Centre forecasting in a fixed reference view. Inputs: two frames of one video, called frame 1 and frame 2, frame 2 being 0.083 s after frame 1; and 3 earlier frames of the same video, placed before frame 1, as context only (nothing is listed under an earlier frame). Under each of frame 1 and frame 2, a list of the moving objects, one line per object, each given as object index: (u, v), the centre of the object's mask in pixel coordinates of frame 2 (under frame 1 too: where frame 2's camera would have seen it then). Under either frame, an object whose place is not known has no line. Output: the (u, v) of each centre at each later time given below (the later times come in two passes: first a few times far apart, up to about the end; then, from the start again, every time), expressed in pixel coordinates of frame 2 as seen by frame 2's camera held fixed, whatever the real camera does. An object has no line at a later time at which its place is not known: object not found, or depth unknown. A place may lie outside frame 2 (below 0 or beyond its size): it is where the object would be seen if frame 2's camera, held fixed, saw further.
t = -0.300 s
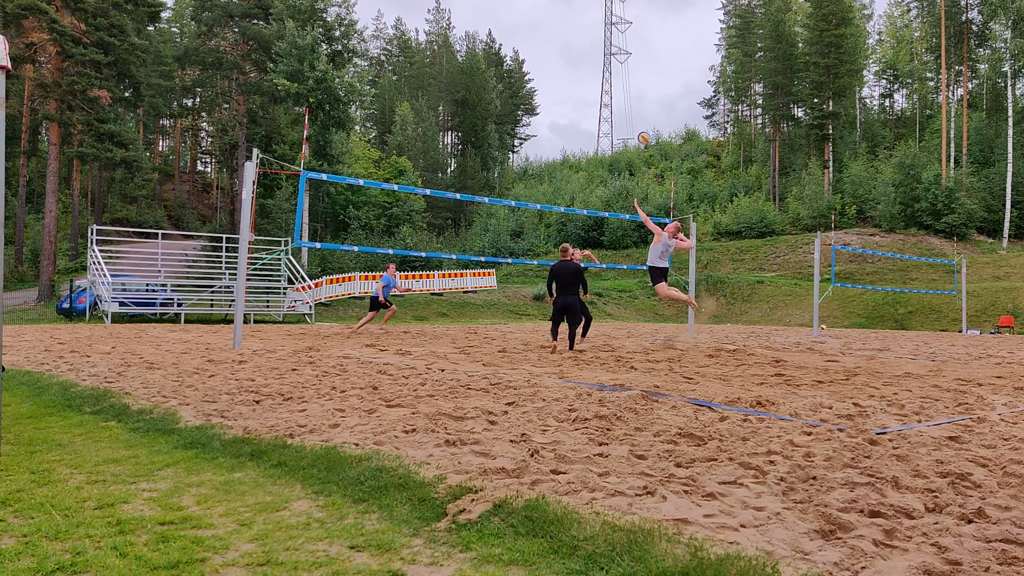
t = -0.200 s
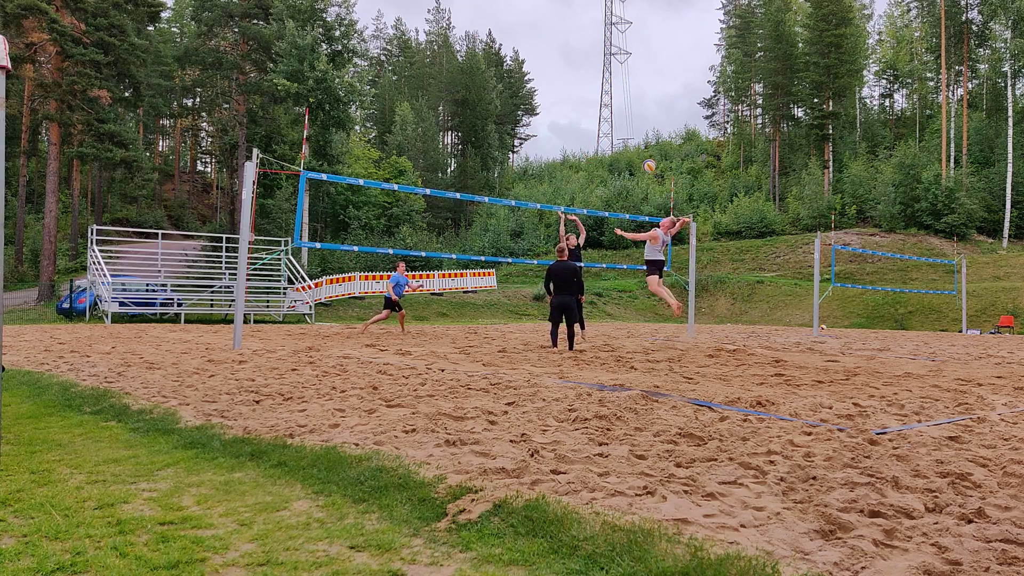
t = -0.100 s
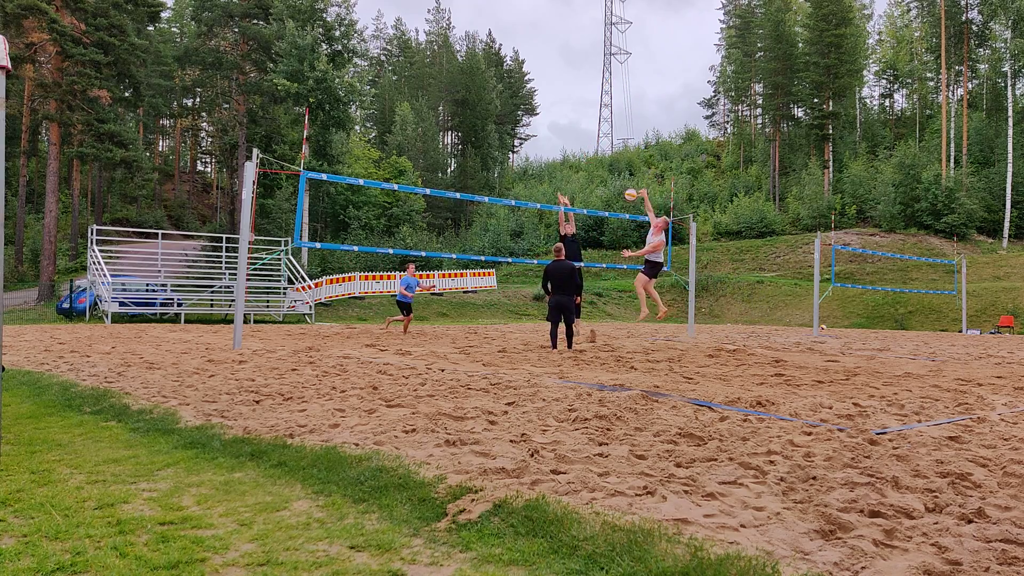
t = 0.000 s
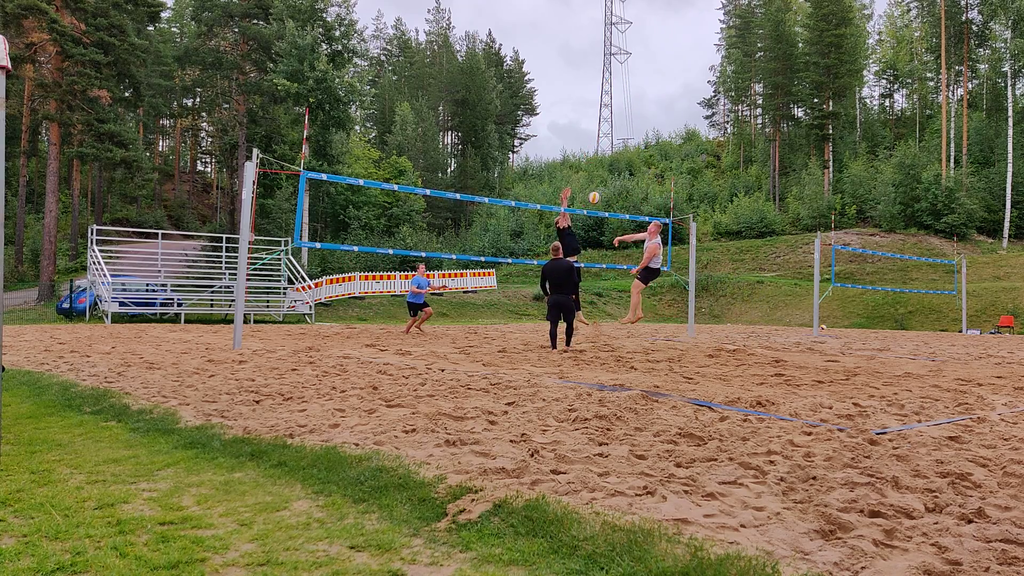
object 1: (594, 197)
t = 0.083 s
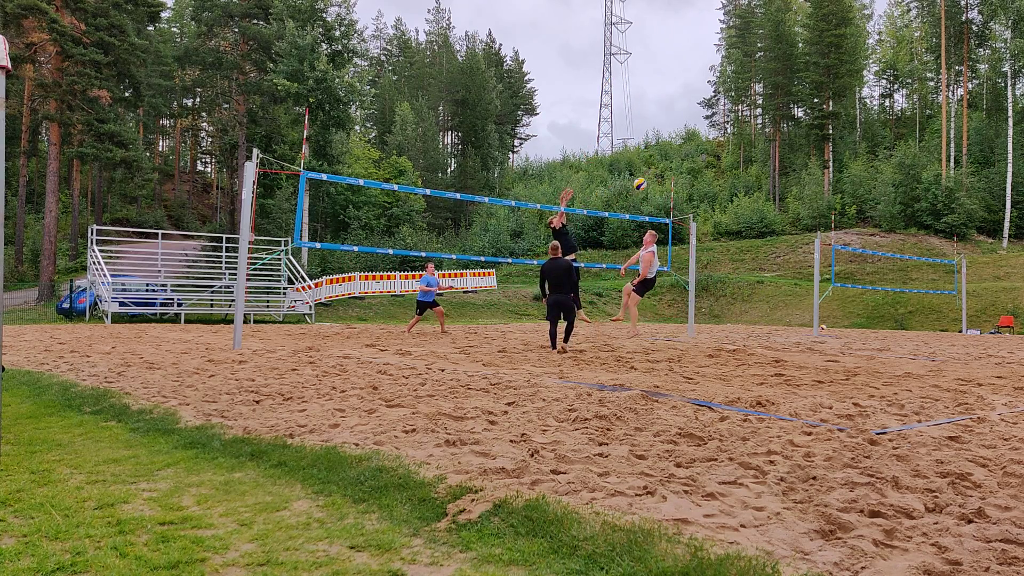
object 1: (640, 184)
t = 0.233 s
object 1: (727, 168)
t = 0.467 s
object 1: (876, 171)
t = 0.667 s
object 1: (1017, 202)
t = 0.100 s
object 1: (649, 181)
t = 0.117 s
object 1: (659, 179)
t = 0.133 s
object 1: (668, 177)
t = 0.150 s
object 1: (678, 175)
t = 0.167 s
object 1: (688, 173)
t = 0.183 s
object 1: (697, 172)
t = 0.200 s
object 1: (707, 170)
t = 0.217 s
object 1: (717, 169)
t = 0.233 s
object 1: (727, 168)
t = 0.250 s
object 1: (738, 167)
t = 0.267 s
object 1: (747, 166)
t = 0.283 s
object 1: (758, 165)
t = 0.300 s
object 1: (768, 165)
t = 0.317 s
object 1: (779, 165)
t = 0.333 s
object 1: (789, 165)
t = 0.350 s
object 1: (800, 165)
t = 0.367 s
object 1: (811, 165)
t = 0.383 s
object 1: (821, 166)
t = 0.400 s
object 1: (832, 166)
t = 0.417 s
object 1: (843, 168)
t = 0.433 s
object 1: (854, 168)
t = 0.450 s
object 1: (865, 169)
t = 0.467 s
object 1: (876, 171)
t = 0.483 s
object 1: (887, 172)
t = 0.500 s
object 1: (899, 173)
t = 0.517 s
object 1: (910, 176)
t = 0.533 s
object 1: (921, 178)
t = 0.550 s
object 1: (933, 180)
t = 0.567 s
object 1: (945, 182)
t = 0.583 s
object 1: (957, 185)
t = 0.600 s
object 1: (969, 188)
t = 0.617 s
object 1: (981, 191)
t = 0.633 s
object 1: (993, 194)
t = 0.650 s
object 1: (1005, 198)
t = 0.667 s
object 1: (1017, 202)
